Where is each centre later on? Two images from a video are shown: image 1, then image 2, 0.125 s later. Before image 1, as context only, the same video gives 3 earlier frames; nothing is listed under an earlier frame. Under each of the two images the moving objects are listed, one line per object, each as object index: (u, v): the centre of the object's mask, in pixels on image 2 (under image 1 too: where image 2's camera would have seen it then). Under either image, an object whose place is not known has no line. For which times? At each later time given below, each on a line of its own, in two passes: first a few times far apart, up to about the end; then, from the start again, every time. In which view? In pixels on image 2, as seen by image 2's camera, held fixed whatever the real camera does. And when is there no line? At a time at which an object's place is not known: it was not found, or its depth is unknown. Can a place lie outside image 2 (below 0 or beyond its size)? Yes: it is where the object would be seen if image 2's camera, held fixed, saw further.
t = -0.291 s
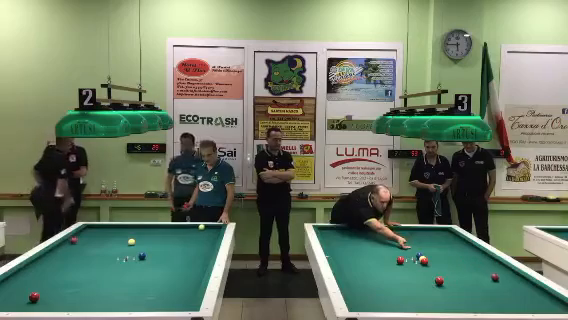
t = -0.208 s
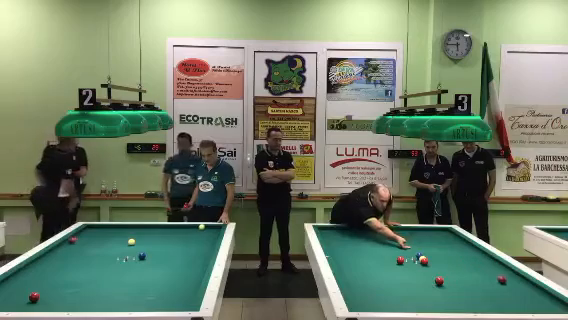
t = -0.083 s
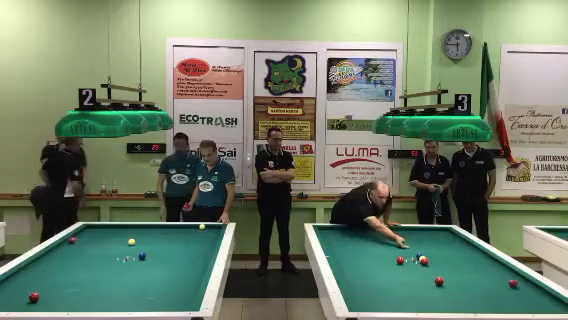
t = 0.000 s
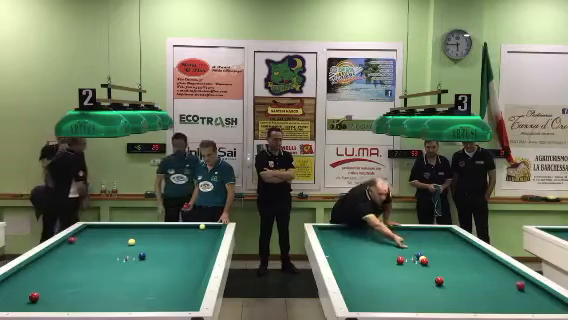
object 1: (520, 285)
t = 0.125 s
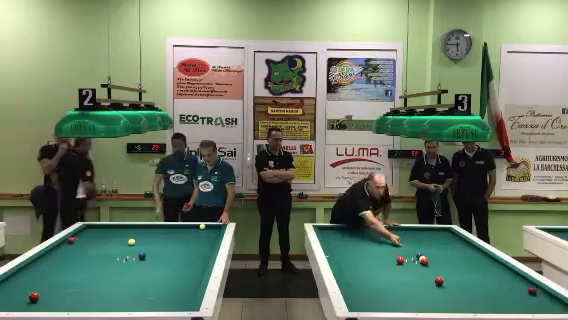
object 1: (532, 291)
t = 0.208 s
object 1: (539, 293)
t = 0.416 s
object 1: (554, 299)
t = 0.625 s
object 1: (560, 306)
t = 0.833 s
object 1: (561, 307)
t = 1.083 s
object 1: (547, 304)
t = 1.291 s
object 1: (536, 300)
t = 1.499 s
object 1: (526, 297)
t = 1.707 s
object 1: (517, 294)
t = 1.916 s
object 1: (508, 291)
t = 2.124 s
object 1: (500, 287)
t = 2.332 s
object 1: (492, 284)
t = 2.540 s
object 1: (485, 282)
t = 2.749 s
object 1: (477, 279)
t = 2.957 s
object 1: (470, 276)
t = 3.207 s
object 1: (463, 273)
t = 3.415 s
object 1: (457, 271)
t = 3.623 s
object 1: (451, 269)
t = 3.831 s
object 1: (446, 267)
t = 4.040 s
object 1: (441, 265)
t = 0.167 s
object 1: (536, 292)
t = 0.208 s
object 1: (539, 293)
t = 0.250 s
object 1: (543, 295)
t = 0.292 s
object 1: (548, 296)
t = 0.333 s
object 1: (551, 298)
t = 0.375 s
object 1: (553, 298)
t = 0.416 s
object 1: (554, 299)
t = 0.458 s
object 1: (555, 300)
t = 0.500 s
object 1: (556, 302)
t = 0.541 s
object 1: (557, 302)
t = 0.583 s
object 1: (559, 304)
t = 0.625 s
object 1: (560, 306)
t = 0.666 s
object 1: (562, 306)
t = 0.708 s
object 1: (562, 307)
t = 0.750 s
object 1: (563, 308)
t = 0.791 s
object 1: (563, 308)
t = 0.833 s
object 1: (561, 307)
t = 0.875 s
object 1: (557, 308)
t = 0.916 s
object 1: (555, 307)
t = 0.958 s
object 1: (553, 306)
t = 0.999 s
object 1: (551, 306)
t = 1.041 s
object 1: (549, 306)
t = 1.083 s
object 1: (547, 304)
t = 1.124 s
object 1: (545, 304)
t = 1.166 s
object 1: (542, 304)
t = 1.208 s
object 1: (540, 302)
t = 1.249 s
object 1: (538, 301)
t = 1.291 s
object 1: (536, 300)
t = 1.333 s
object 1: (534, 300)
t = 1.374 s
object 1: (532, 299)
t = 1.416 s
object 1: (530, 298)
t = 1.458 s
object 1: (528, 297)
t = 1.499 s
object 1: (526, 297)
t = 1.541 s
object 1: (524, 297)
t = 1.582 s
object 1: (523, 296)
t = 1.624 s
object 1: (521, 295)
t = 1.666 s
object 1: (519, 294)
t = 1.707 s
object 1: (517, 294)
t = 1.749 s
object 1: (515, 293)
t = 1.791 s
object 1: (514, 293)
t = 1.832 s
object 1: (512, 292)
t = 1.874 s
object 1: (510, 292)
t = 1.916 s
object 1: (508, 291)
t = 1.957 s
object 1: (507, 290)
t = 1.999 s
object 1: (504, 289)
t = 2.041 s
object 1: (503, 288)
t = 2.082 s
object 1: (501, 288)
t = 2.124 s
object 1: (500, 287)
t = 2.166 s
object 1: (498, 287)
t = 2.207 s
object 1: (497, 286)
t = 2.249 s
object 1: (495, 285)
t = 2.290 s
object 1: (494, 285)
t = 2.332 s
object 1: (492, 284)
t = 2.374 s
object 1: (490, 284)
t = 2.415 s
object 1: (489, 283)
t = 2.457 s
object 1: (487, 282)
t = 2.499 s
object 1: (486, 282)
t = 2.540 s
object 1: (485, 282)
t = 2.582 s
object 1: (483, 281)
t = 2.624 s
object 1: (481, 280)
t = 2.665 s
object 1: (480, 280)
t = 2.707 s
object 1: (479, 279)
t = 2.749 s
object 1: (477, 279)
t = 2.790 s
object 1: (476, 278)
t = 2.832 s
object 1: (475, 277)
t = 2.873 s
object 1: (473, 277)
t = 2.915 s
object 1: (472, 277)
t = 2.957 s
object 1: (470, 276)
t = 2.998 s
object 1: (469, 276)
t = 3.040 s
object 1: (468, 275)
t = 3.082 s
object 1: (467, 275)
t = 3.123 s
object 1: (466, 275)
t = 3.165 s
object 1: (464, 274)
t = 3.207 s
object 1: (463, 273)
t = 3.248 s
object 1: (462, 273)
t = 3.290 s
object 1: (460, 272)
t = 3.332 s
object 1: (459, 272)
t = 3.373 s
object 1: (458, 272)
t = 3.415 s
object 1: (457, 271)
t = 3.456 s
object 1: (456, 271)
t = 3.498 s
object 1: (455, 270)
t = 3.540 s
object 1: (454, 270)
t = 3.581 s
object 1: (452, 269)
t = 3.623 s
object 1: (451, 269)
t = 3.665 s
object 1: (450, 269)
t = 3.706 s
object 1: (449, 268)
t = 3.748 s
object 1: (448, 267)
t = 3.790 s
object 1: (447, 267)
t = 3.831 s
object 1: (446, 267)
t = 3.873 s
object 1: (445, 266)
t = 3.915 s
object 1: (444, 266)
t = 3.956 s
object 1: (443, 266)
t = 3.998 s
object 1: (442, 266)
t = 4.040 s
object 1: (441, 265)
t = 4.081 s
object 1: (440, 265)
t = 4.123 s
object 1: (439, 265)
